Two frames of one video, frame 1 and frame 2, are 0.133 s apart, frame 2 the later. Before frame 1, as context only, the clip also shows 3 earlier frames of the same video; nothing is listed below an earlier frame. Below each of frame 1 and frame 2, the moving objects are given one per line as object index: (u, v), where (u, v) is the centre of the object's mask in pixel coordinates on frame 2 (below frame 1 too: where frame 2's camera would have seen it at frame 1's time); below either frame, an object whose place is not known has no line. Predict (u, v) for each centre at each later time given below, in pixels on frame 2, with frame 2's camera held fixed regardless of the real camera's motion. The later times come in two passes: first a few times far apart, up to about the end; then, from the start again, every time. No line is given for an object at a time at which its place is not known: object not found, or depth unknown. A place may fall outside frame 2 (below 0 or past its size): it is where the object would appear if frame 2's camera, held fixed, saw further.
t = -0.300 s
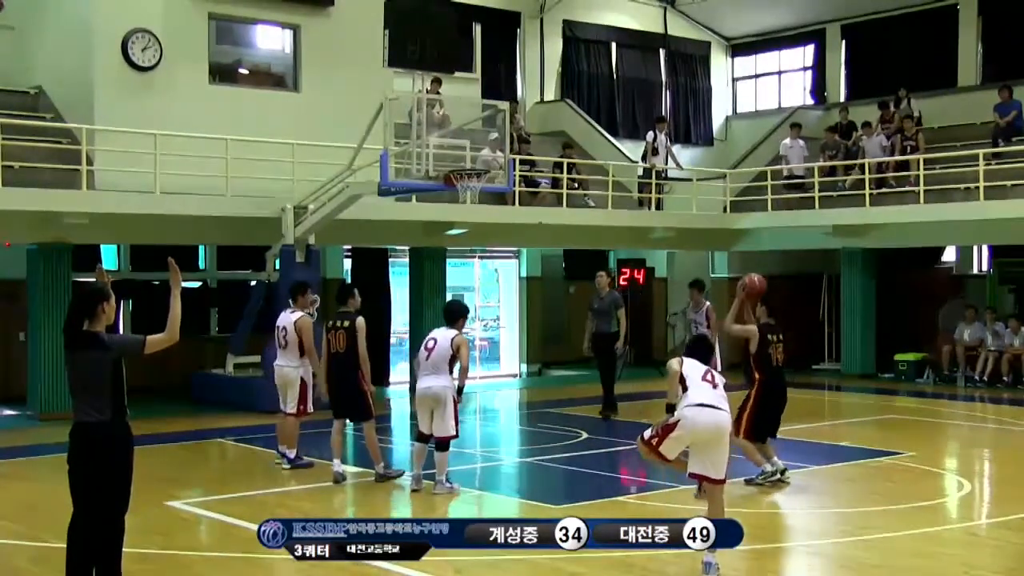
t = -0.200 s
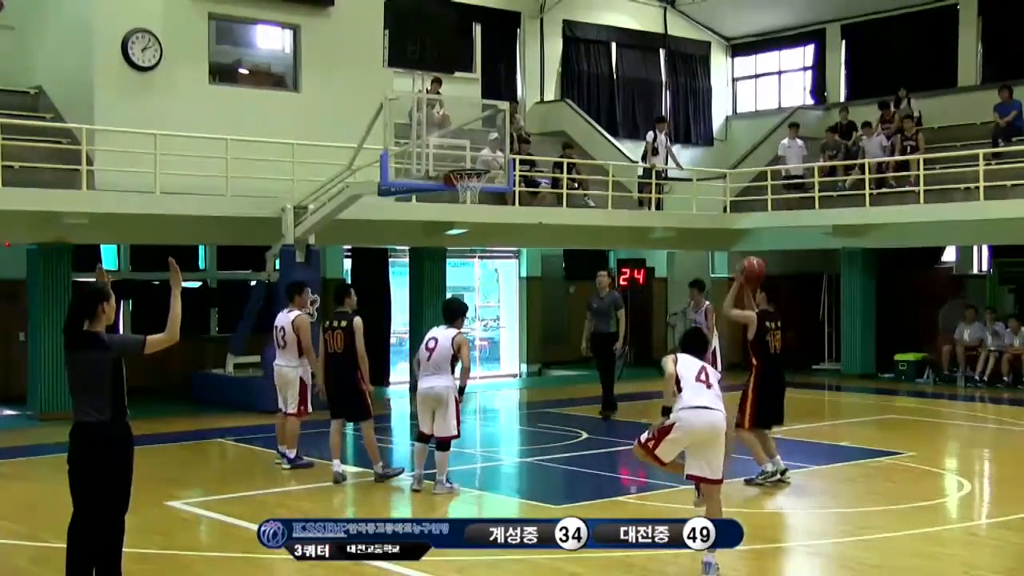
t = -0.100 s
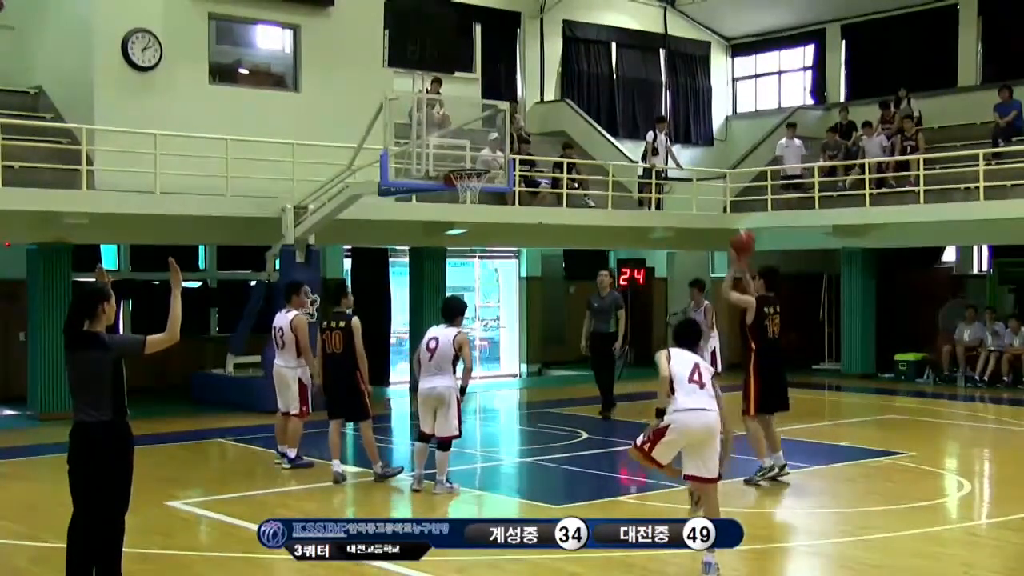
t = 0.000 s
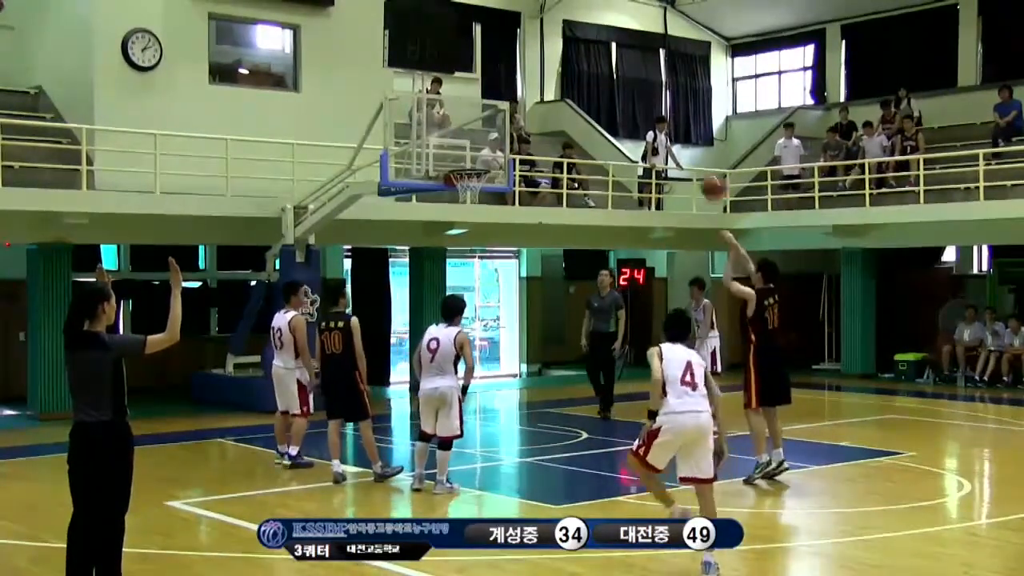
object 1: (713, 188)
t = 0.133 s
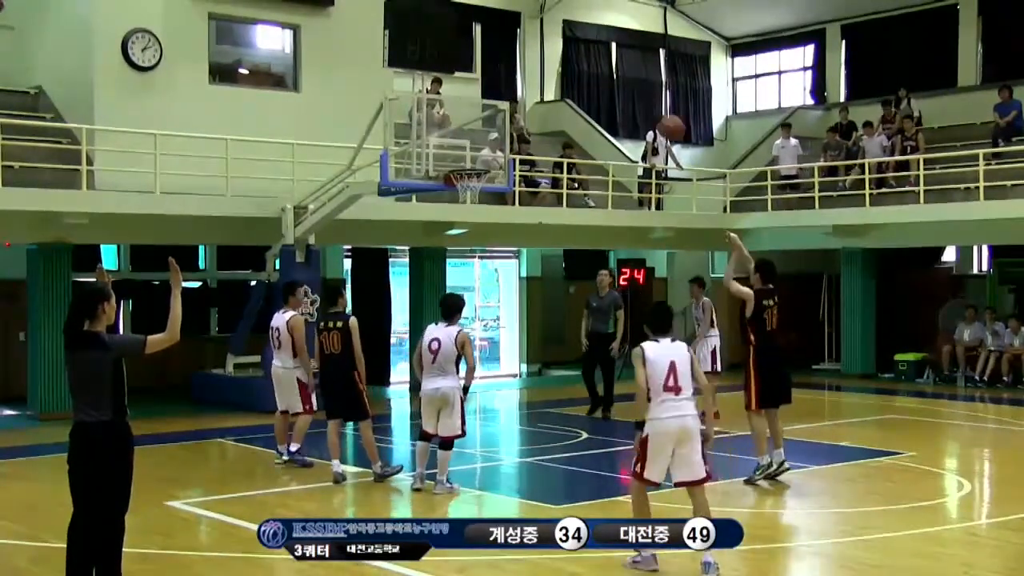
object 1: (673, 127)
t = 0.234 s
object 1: (641, 93)
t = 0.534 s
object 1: (564, 69)
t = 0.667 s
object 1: (532, 85)
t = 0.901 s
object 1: (481, 144)
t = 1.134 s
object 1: (449, 124)
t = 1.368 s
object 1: (419, 106)
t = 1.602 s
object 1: (385, 143)
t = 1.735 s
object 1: (366, 189)
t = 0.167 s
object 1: (662, 116)
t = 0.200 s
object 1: (652, 104)
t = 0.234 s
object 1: (641, 93)
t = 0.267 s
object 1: (632, 87)
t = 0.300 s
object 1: (624, 82)
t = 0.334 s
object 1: (614, 77)
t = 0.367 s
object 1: (605, 74)
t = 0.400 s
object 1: (598, 69)
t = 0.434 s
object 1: (588, 68)
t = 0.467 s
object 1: (580, 67)
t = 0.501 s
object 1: (572, 67)
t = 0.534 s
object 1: (564, 69)
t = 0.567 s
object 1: (555, 72)
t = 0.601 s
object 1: (547, 75)
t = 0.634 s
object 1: (539, 79)
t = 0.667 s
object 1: (532, 85)
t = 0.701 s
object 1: (524, 91)
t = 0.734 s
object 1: (516, 97)
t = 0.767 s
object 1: (509, 105)
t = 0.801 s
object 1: (502, 115)
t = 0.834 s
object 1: (495, 123)
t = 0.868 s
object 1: (489, 135)
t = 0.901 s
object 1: (481, 144)
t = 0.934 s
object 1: (475, 156)
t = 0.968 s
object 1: (469, 162)
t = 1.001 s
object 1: (465, 153)
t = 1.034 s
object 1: (461, 145)
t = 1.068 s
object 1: (456, 137)
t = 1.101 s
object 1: (453, 130)
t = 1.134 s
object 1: (449, 124)
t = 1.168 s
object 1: (445, 119)
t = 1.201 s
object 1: (441, 115)
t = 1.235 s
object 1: (437, 112)
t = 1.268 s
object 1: (432, 110)
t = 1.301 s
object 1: (428, 108)
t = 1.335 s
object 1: (424, 106)
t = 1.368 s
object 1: (419, 106)
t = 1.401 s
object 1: (412, 109)
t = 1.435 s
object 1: (408, 111)
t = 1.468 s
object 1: (403, 116)
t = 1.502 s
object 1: (399, 121)
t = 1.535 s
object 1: (395, 127)
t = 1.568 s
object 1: (389, 135)
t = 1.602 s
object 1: (385, 143)
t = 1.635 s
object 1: (380, 152)
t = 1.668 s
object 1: (374, 163)
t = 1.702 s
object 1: (370, 176)
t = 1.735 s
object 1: (366, 189)
